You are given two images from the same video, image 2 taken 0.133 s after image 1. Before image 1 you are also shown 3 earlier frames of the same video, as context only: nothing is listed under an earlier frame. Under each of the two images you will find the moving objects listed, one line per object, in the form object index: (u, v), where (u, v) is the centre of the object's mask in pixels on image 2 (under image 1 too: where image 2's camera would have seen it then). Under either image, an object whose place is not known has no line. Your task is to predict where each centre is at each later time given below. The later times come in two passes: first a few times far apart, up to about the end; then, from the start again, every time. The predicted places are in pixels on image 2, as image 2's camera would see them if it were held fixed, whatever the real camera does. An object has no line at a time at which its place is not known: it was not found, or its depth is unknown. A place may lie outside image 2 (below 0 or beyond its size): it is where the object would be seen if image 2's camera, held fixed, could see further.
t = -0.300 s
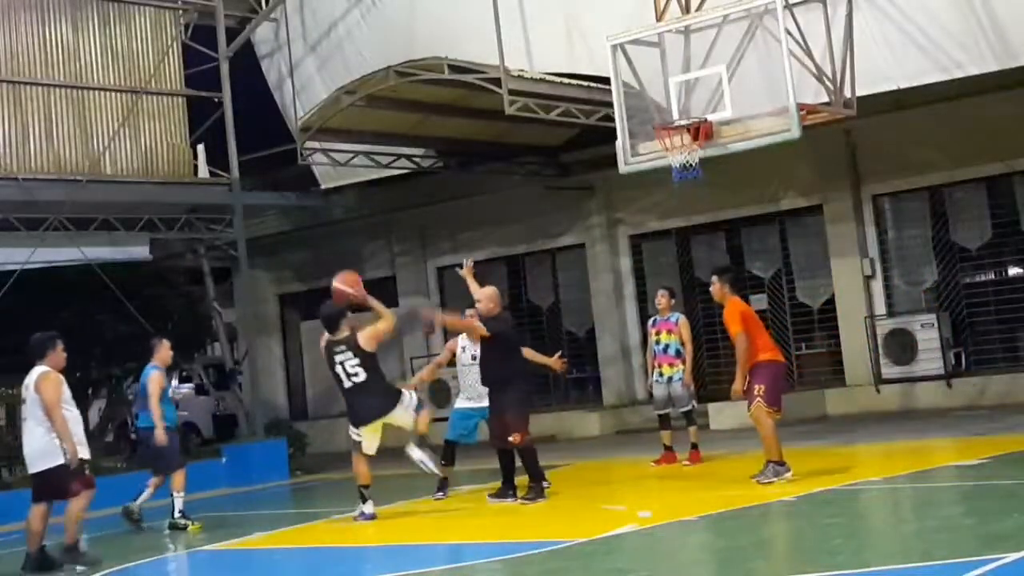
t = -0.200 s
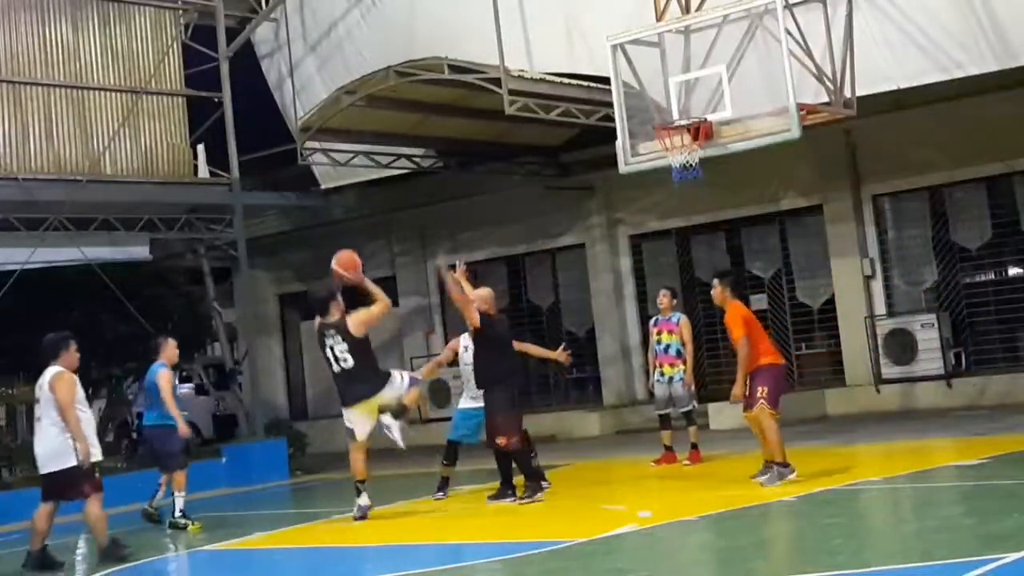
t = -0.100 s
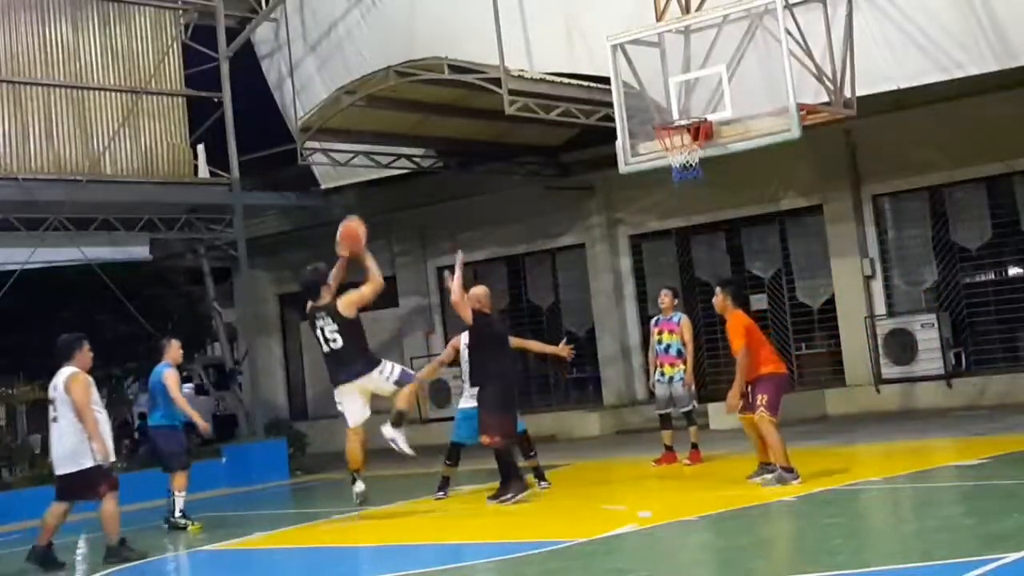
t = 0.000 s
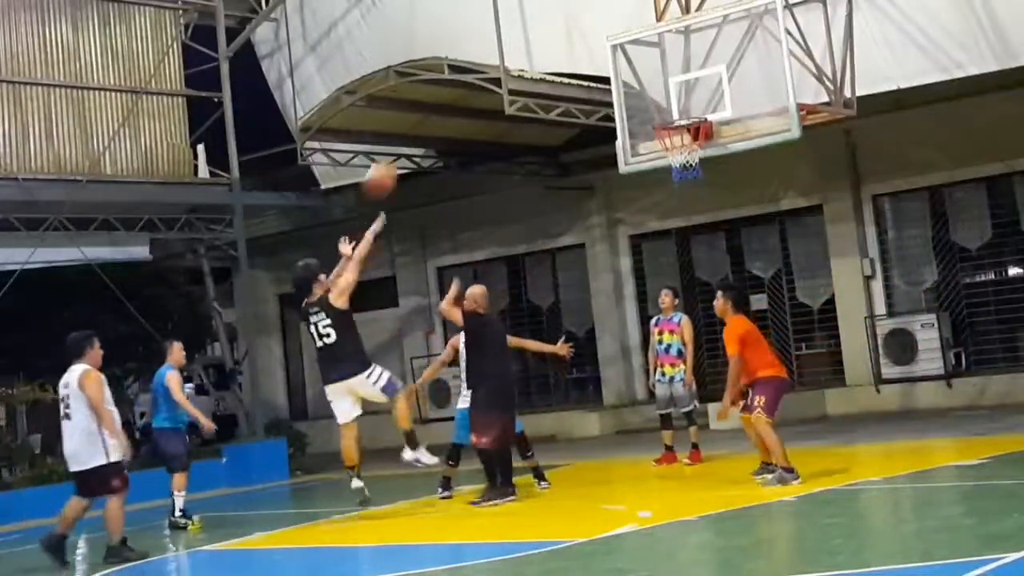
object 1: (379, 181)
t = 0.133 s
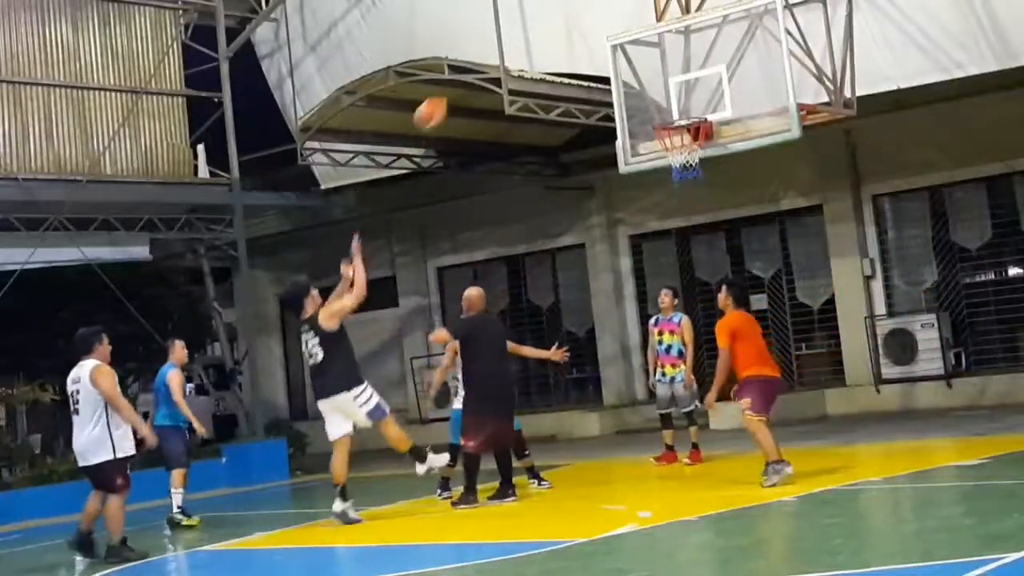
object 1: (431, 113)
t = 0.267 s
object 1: (481, 76)
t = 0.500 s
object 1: (572, 55)
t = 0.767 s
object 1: (678, 108)
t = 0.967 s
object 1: (683, 175)
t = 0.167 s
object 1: (444, 100)
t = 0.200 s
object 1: (457, 91)
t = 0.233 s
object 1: (470, 81)
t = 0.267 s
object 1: (481, 76)
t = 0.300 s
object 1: (495, 68)
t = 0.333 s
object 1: (507, 63)
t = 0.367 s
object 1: (521, 59)
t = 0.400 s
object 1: (534, 56)
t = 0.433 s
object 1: (546, 54)
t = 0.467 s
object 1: (559, 54)
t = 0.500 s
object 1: (572, 55)
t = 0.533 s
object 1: (584, 57)
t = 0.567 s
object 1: (596, 60)
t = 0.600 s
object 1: (610, 64)
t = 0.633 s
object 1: (623, 71)
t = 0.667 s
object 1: (637, 77)
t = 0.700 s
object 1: (649, 86)
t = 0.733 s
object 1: (662, 97)
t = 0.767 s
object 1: (678, 108)
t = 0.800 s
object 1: (691, 116)
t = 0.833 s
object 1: (695, 131)
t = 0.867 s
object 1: (696, 135)
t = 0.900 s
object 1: (696, 149)
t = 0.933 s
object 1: (684, 153)
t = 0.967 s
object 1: (683, 175)
